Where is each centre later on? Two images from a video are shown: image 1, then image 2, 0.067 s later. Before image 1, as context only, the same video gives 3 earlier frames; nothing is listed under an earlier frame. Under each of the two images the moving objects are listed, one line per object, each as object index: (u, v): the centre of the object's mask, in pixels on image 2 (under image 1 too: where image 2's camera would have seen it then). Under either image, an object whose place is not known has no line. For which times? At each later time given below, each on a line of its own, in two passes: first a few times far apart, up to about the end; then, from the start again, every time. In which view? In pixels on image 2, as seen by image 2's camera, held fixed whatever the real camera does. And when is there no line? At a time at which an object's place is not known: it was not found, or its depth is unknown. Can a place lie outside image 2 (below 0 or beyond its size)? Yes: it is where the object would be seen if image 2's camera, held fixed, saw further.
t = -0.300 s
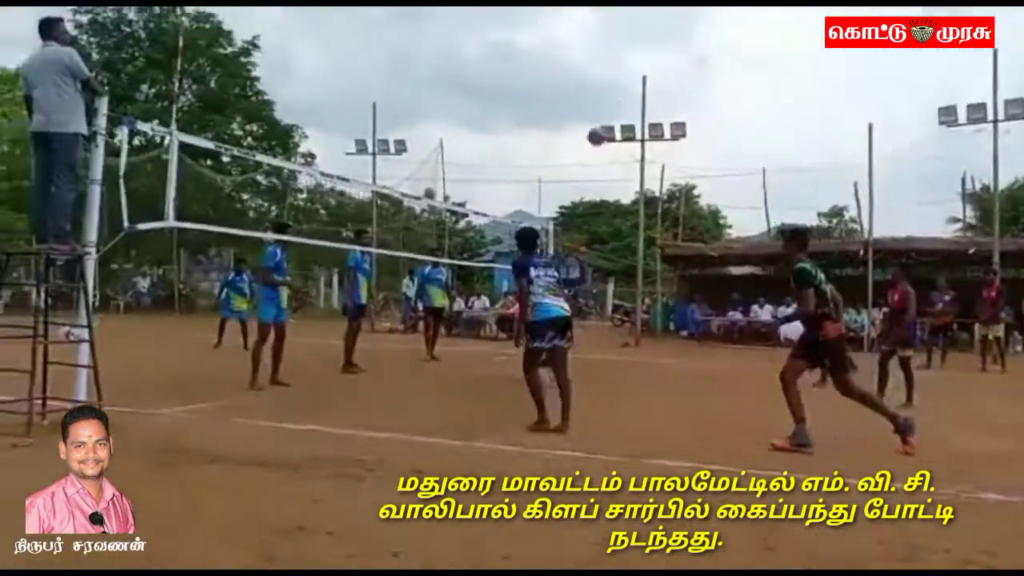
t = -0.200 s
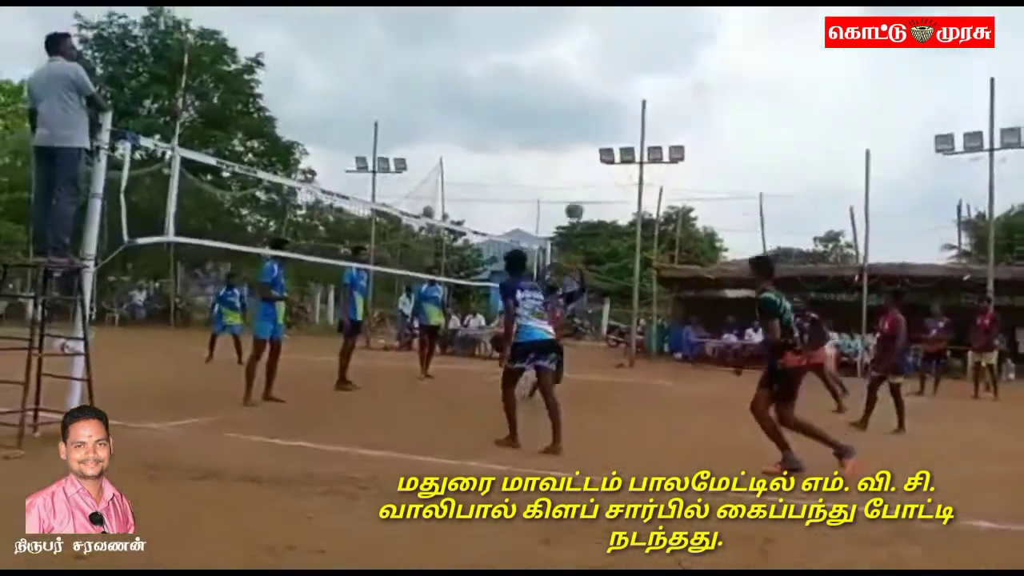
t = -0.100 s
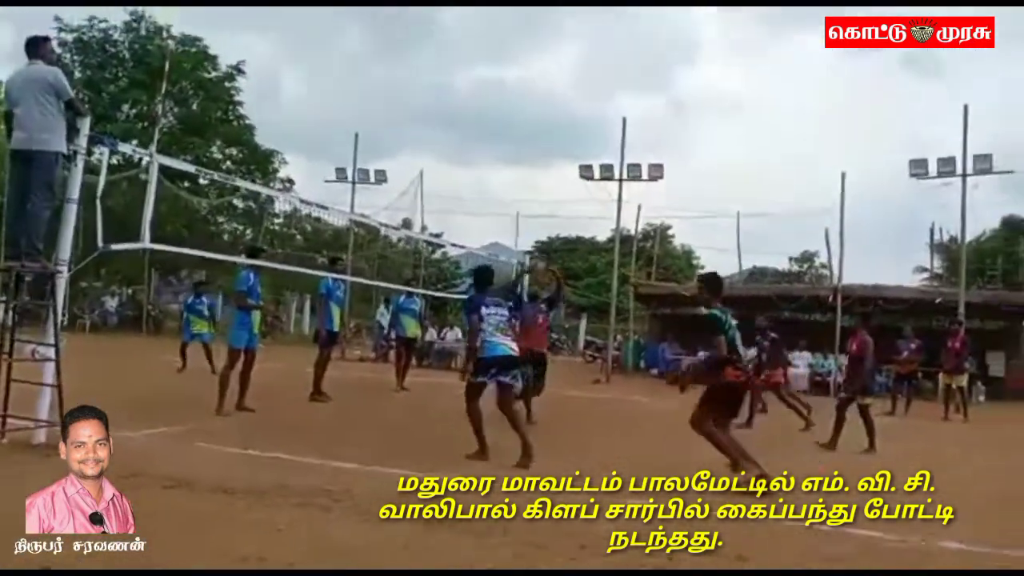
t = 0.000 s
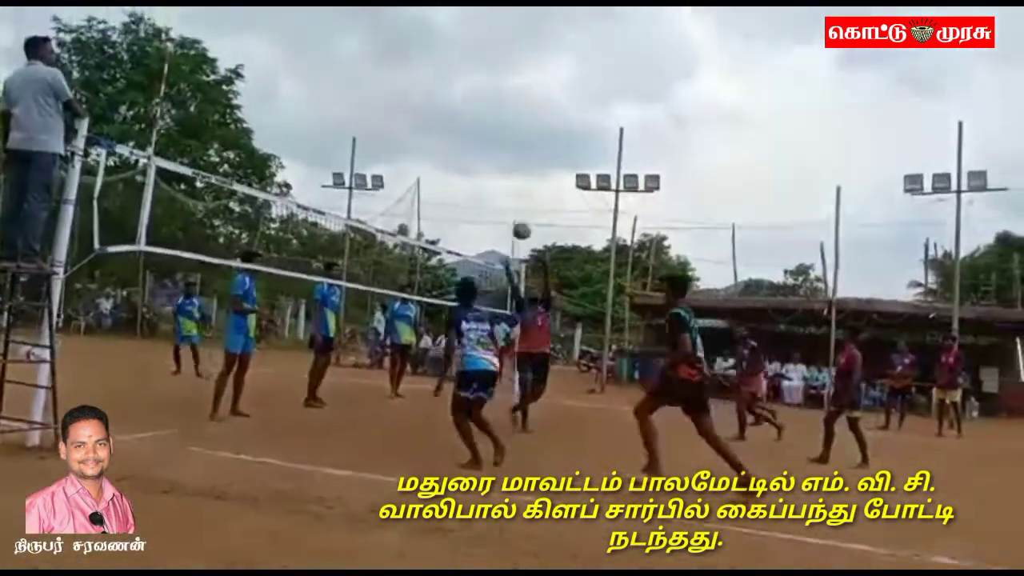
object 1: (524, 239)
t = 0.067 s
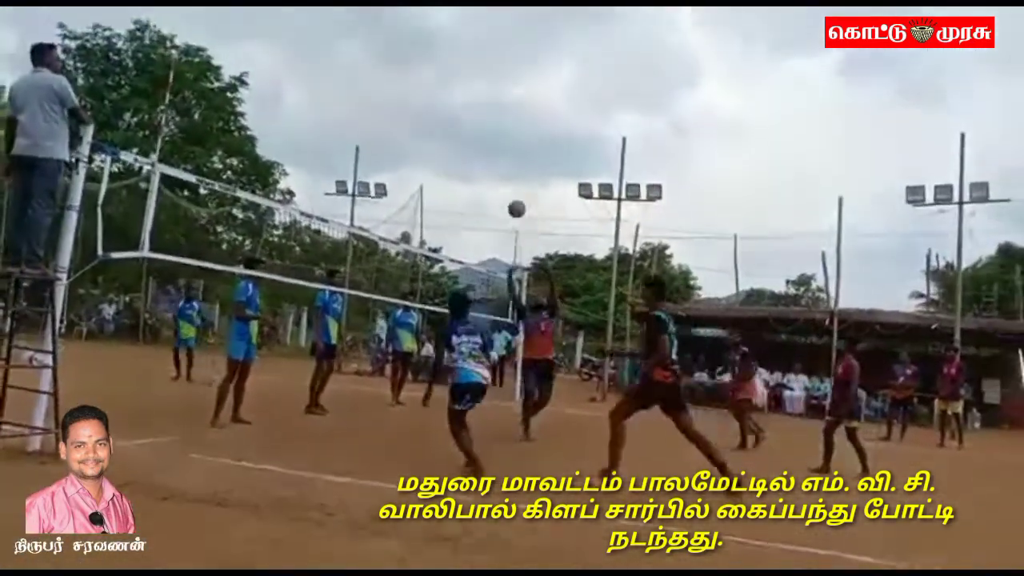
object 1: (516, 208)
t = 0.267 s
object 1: (492, 139)
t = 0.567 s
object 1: (452, 99)
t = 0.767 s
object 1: (423, 112)
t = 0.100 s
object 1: (512, 194)
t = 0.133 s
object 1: (509, 181)
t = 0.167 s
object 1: (505, 169)
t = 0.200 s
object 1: (501, 158)
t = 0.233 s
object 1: (497, 149)
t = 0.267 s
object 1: (492, 139)
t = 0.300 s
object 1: (488, 131)
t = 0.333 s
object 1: (484, 124)
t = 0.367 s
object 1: (479, 117)
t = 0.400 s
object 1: (475, 111)
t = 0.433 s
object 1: (471, 107)
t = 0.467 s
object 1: (467, 103)
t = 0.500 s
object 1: (462, 101)
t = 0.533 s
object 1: (457, 99)
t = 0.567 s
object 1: (452, 99)
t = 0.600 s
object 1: (448, 98)
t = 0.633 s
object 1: (443, 99)
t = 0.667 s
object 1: (439, 101)
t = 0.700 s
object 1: (433, 104)
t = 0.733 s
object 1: (428, 107)
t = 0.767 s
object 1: (423, 112)
